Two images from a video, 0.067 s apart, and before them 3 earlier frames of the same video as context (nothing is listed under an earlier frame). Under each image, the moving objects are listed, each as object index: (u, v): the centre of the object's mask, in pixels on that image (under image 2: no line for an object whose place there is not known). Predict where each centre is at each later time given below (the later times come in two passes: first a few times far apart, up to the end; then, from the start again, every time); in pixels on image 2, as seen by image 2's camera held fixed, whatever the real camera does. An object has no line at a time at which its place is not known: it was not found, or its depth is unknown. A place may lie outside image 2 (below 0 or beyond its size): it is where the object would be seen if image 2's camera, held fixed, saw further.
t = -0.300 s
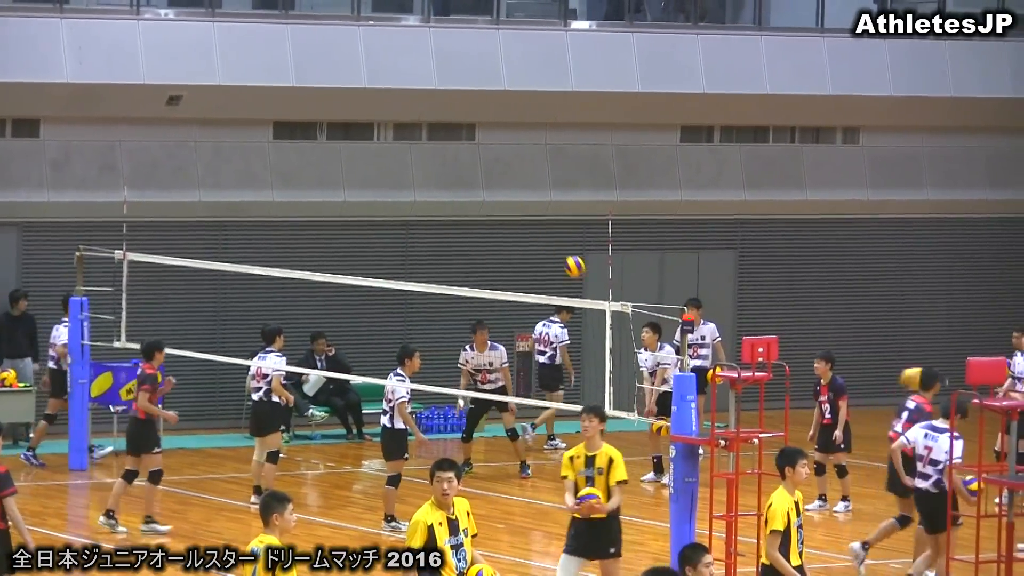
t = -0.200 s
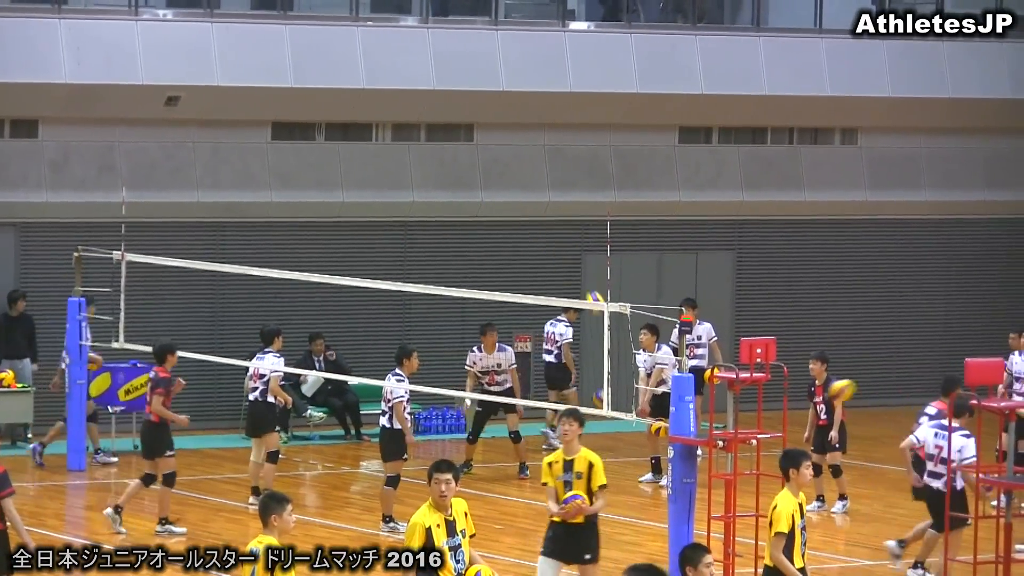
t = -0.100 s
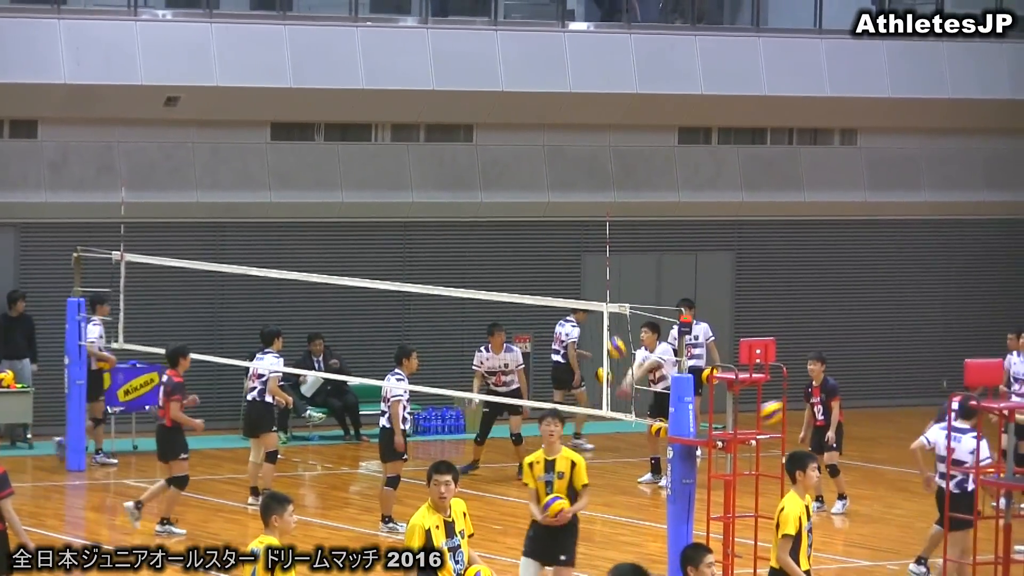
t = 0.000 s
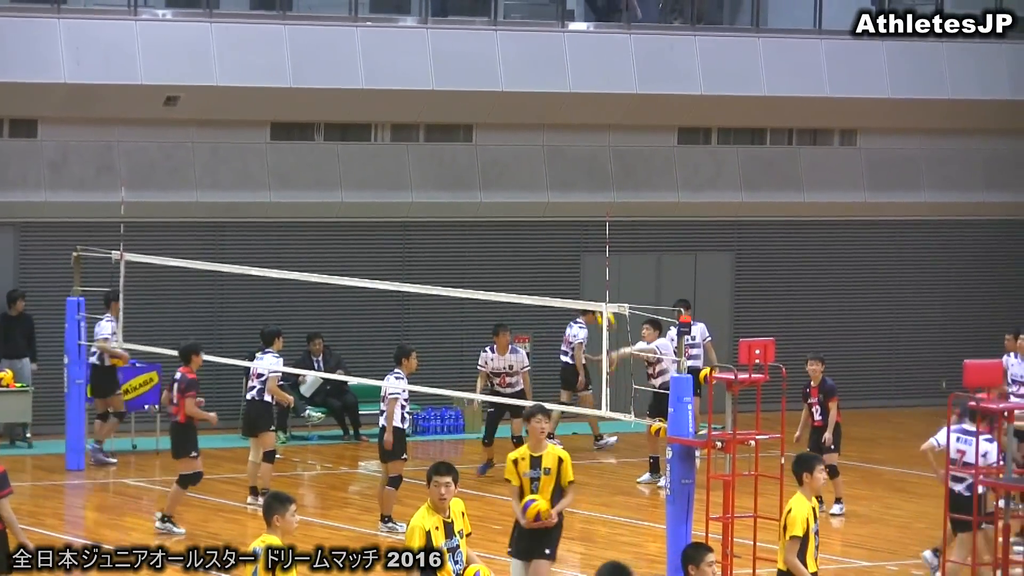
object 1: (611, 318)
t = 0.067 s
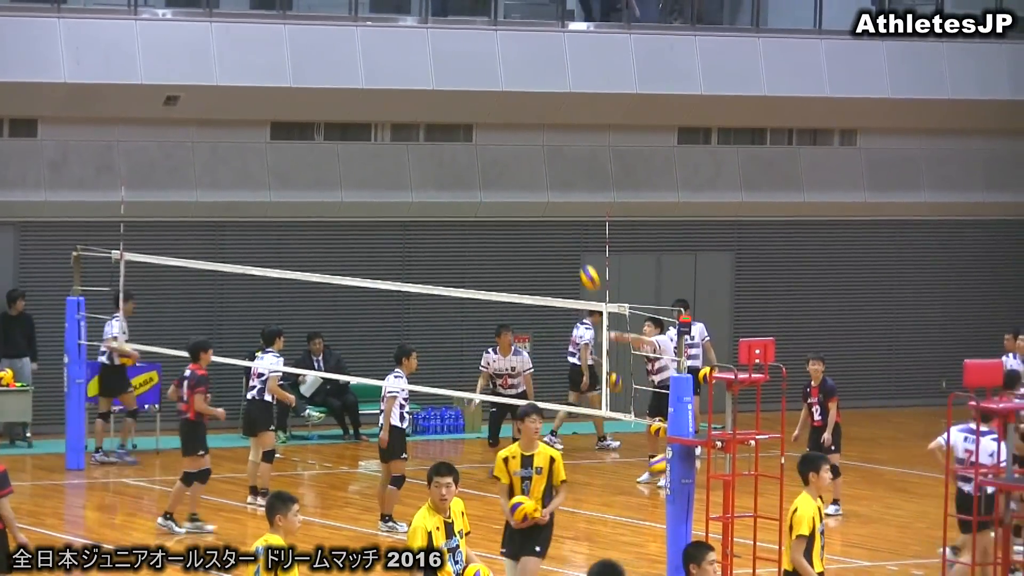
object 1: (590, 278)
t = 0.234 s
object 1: (550, 194)
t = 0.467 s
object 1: (495, 121)
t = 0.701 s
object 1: (439, 101)
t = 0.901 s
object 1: (389, 124)
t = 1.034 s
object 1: (357, 159)
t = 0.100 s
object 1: (582, 259)
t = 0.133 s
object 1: (573, 241)
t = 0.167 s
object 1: (565, 225)
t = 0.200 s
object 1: (558, 208)
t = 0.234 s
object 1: (550, 194)
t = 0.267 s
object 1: (541, 180)
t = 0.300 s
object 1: (533, 167)
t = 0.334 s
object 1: (525, 155)
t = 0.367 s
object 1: (517, 145)
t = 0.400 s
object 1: (509, 135)
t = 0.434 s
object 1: (503, 129)
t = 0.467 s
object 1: (495, 121)
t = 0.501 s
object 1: (486, 115)
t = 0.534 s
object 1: (479, 110)
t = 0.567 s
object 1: (471, 106)
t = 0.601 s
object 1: (462, 103)
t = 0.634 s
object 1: (455, 102)
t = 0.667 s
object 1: (447, 101)
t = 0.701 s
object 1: (439, 101)
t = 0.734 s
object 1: (430, 102)
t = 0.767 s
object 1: (422, 105)
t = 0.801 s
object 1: (414, 108)
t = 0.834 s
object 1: (406, 111)
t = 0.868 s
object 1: (398, 117)
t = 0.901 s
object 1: (389, 124)
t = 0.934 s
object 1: (382, 132)
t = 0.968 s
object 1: (374, 139)
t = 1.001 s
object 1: (366, 149)
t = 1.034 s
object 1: (357, 159)
